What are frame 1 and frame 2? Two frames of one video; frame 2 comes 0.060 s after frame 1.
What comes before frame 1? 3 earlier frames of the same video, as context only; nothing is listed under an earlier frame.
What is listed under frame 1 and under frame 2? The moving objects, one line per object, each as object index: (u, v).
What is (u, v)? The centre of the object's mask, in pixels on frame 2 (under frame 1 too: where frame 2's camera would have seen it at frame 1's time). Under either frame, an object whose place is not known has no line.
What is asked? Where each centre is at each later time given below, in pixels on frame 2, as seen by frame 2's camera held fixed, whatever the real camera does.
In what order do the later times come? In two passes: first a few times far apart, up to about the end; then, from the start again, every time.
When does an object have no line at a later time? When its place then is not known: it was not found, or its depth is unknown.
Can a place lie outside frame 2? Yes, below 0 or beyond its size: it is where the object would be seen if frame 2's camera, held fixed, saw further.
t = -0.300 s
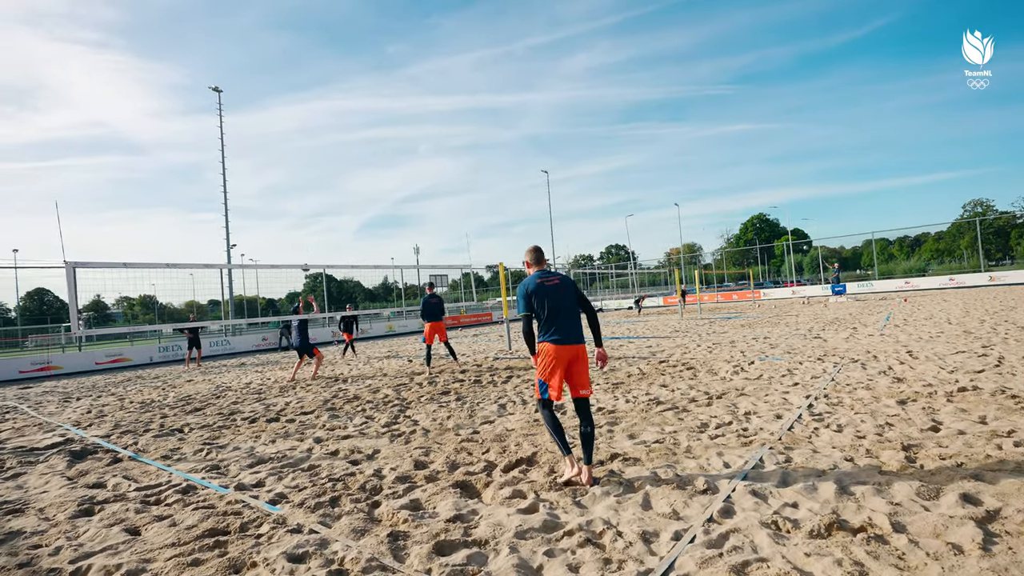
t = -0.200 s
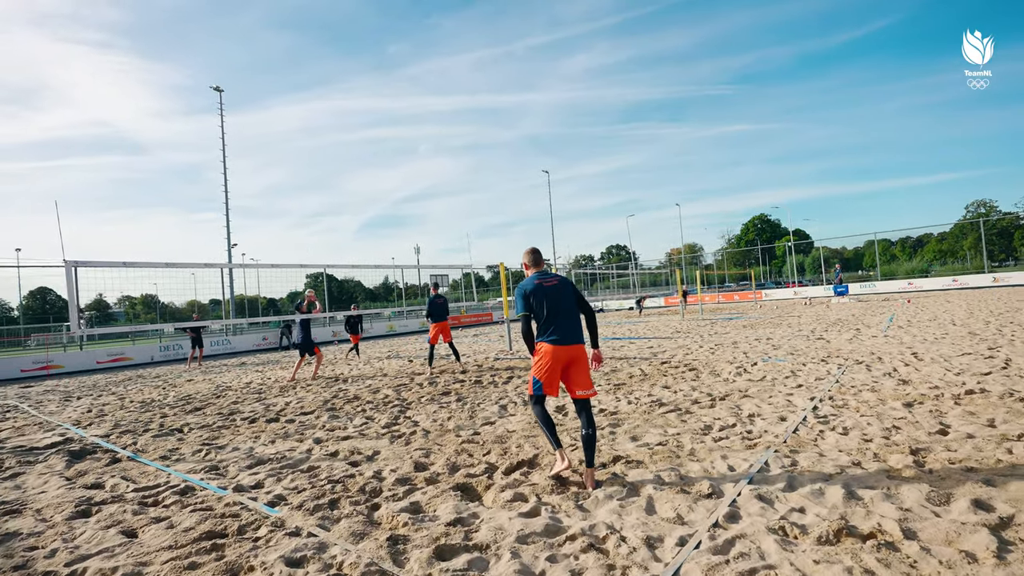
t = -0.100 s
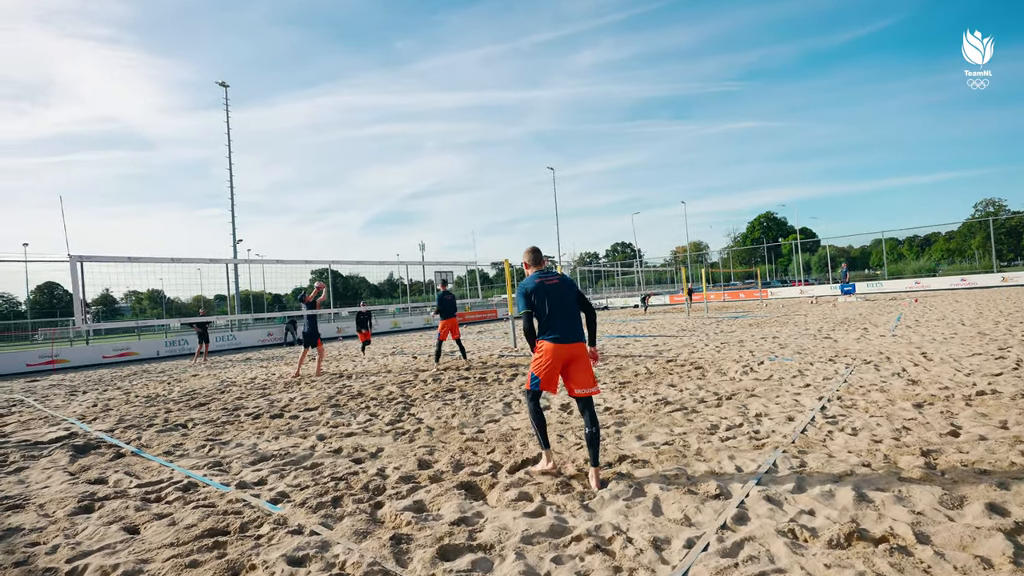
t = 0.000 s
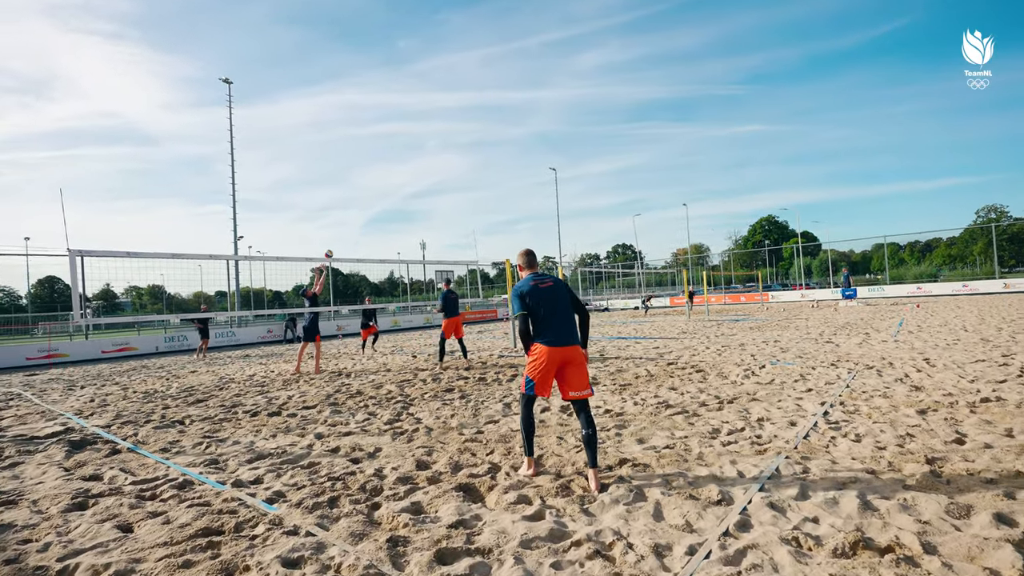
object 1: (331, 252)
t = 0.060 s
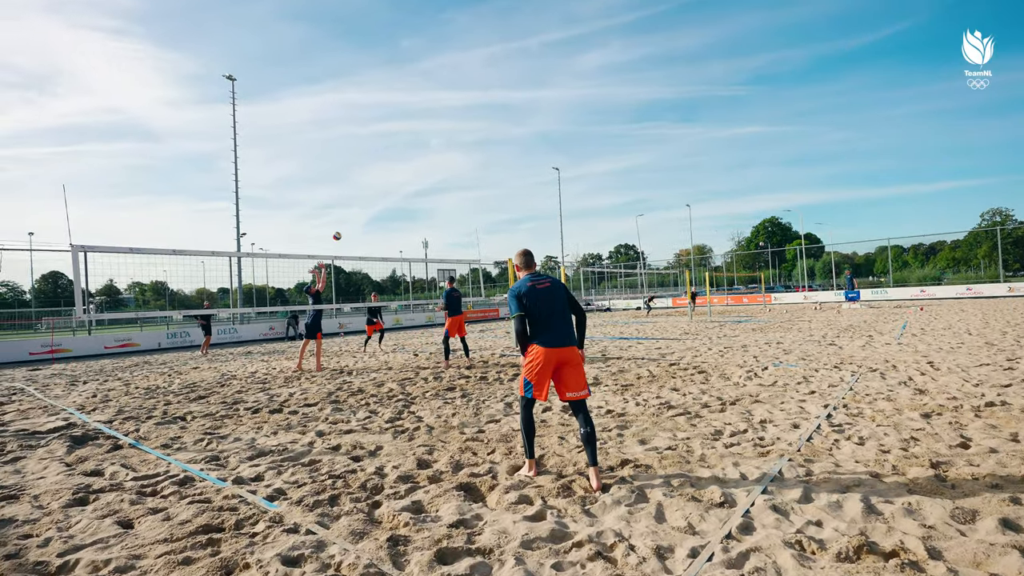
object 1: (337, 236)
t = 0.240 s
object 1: (354, 199)
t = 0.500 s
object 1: (379, 171)
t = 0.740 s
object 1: (401, 168)
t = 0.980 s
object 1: (423, 188)
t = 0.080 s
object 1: (339, 231)
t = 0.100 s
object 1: (341, 226)
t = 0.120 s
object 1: (343, 222)
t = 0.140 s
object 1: (345, 218)
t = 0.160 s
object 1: (346, 213)
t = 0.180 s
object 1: (348, 209)
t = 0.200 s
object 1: (350, 206)
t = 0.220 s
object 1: (352, 202)
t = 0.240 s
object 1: (354, 199)
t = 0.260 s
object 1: (356, 196)
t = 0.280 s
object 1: (358, 193)
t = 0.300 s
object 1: (360, 190)
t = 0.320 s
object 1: (362, 187)
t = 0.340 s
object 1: (364, 185)
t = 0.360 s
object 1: (366, 182)
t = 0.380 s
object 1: (367, 181)
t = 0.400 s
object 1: (369, 178)
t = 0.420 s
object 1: (371, 176)
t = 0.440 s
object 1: (373, 174)
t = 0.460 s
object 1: (375, 173)
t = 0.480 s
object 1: (377, 172)
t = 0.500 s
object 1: (379, 171)
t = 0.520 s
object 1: (381, 170)
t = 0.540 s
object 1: (382, 169)
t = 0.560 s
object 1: (384, 168)
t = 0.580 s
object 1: (386, 167)
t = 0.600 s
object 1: (388, 167)
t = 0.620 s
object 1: (390, 166)
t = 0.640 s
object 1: (392, 166)
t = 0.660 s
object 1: (394, 166)
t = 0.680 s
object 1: (396, 167)
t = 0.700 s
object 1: (397, 167)
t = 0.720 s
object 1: (399, 168)
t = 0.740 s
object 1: (401, 168)
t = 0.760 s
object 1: (403, 169)
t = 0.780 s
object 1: (405, 170)
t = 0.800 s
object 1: (406, 171)
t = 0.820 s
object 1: (408, 172)
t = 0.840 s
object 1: (410, 173)
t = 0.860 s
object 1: (412, 175)
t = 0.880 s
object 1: (414, 177)
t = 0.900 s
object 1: (416, 179)
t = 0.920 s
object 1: (418, 181)
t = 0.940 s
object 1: (419, 183)
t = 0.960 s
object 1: (421, 185)
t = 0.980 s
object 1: (423, 188)
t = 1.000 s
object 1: (425, 190)
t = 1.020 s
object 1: (427, 192)
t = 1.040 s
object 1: (428, 195)
